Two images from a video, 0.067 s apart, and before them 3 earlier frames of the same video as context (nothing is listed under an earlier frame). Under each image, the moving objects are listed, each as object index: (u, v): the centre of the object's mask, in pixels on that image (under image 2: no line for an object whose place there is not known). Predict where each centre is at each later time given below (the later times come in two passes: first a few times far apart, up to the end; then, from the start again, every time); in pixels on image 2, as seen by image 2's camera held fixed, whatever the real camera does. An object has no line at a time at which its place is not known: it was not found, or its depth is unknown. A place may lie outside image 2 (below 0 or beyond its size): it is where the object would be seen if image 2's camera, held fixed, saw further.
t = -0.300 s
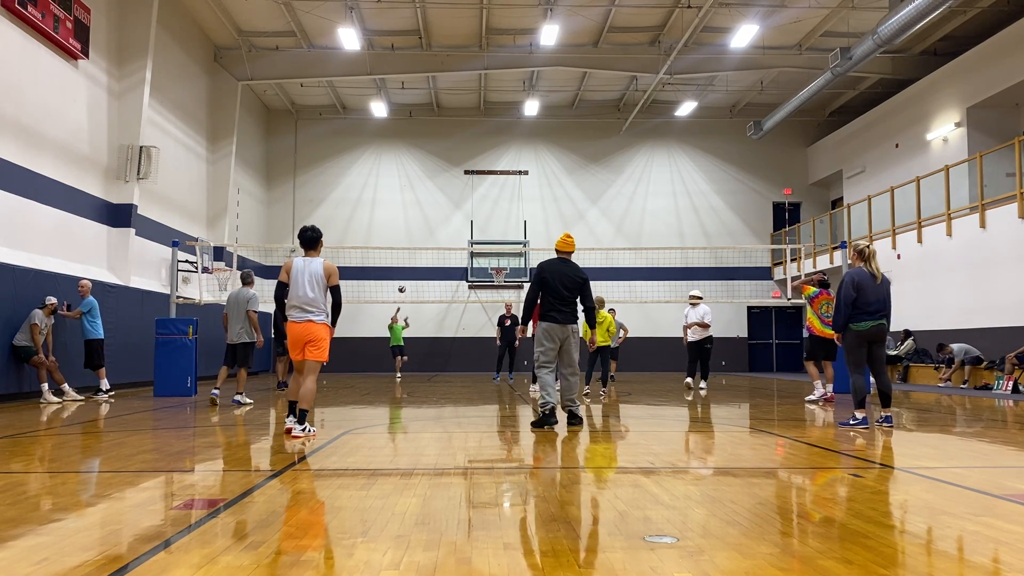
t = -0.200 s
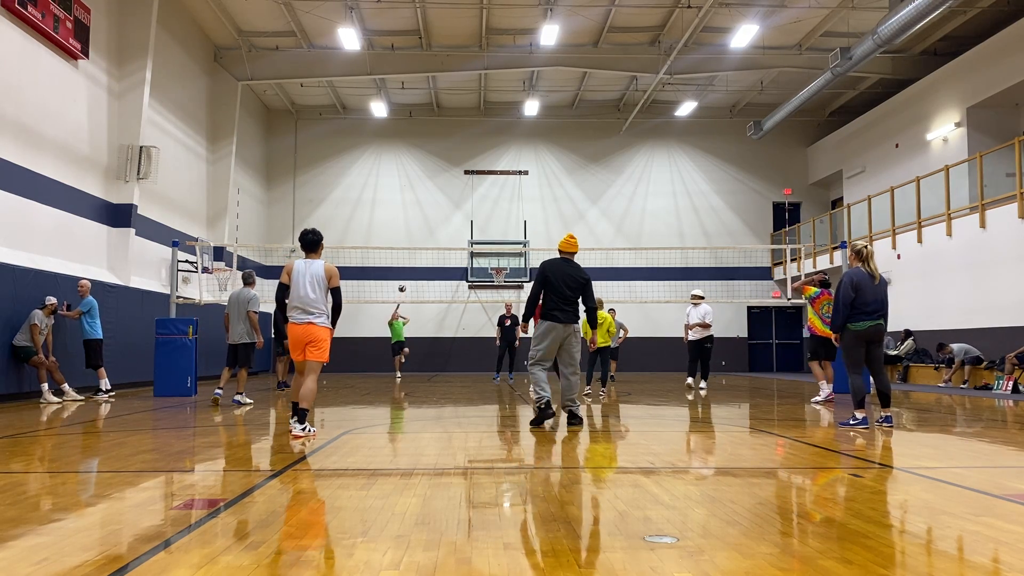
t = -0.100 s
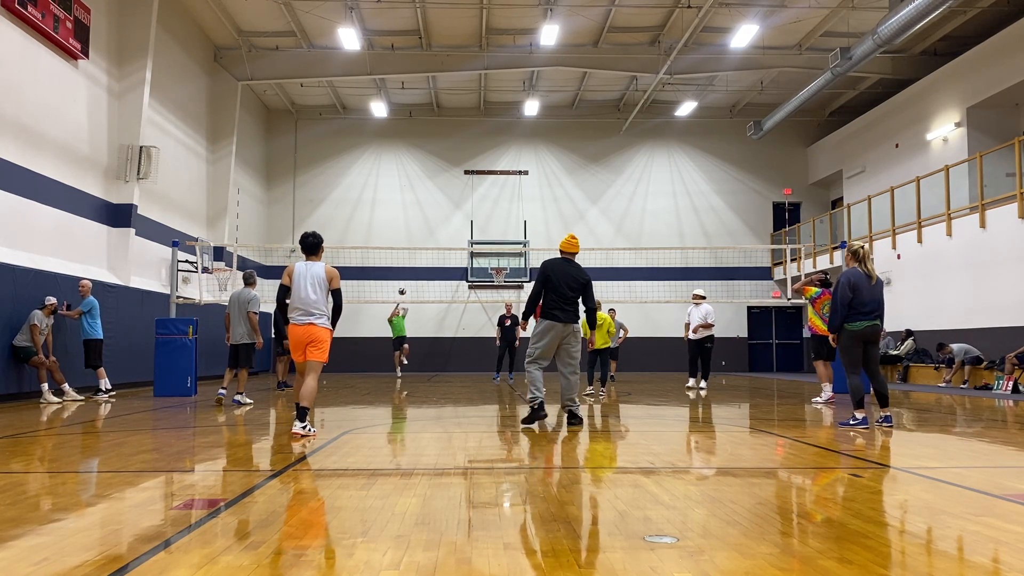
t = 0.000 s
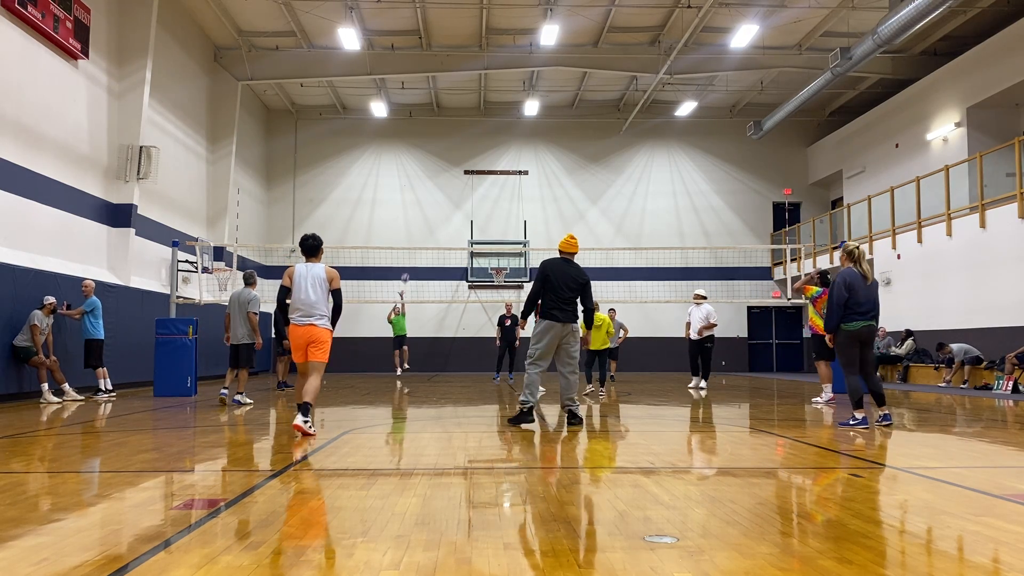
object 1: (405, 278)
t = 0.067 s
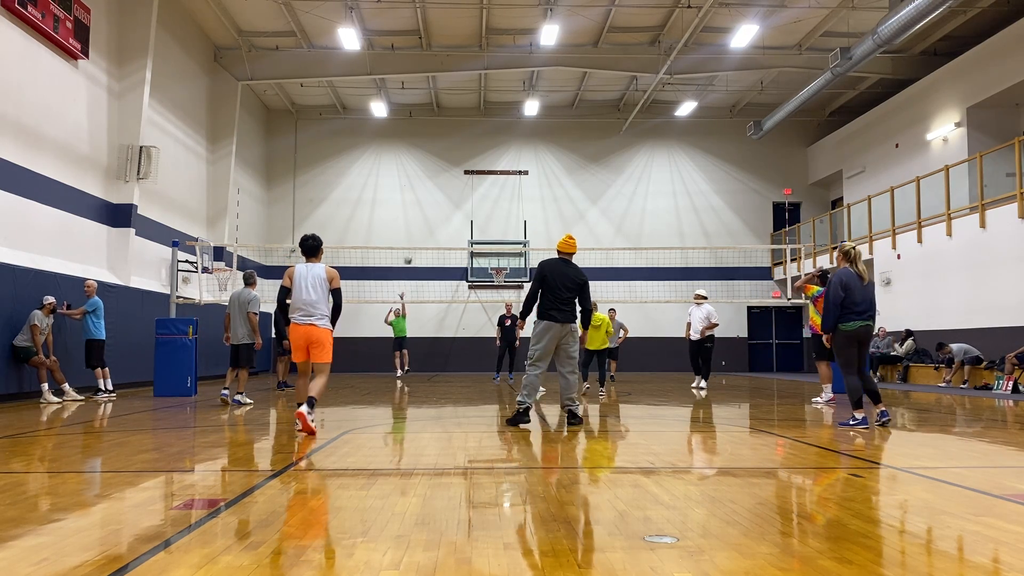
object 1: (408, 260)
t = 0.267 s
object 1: (419, 214)
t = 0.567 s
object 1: (444, 170)
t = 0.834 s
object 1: (473, 164)
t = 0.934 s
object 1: (485, 172)
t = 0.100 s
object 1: (410, 252)
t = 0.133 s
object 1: (411, 243)
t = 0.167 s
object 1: (413, 236)
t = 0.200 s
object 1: (415, 229)
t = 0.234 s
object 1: (417, 220)
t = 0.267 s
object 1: (419, 214)
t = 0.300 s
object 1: (422, 208)
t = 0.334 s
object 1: (424, 202)
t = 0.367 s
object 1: (426, 196)
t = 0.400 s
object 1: (429, 191)
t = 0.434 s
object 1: (432, 187)
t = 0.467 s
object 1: (434, 181)
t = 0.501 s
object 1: (437, 177)
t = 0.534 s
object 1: (440, 174)
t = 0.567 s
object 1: (444, 170)
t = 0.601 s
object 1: (447, 168)
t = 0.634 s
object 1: (450, 165)
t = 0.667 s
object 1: (454, 164)
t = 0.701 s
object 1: (458, 163)
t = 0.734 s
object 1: (462, 162)
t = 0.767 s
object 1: (466, 162)
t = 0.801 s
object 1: (469, 163)
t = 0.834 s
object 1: (473, 164)
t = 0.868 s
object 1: (477, 165)
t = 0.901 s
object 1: (481, 168)
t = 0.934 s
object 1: (485, 172)
